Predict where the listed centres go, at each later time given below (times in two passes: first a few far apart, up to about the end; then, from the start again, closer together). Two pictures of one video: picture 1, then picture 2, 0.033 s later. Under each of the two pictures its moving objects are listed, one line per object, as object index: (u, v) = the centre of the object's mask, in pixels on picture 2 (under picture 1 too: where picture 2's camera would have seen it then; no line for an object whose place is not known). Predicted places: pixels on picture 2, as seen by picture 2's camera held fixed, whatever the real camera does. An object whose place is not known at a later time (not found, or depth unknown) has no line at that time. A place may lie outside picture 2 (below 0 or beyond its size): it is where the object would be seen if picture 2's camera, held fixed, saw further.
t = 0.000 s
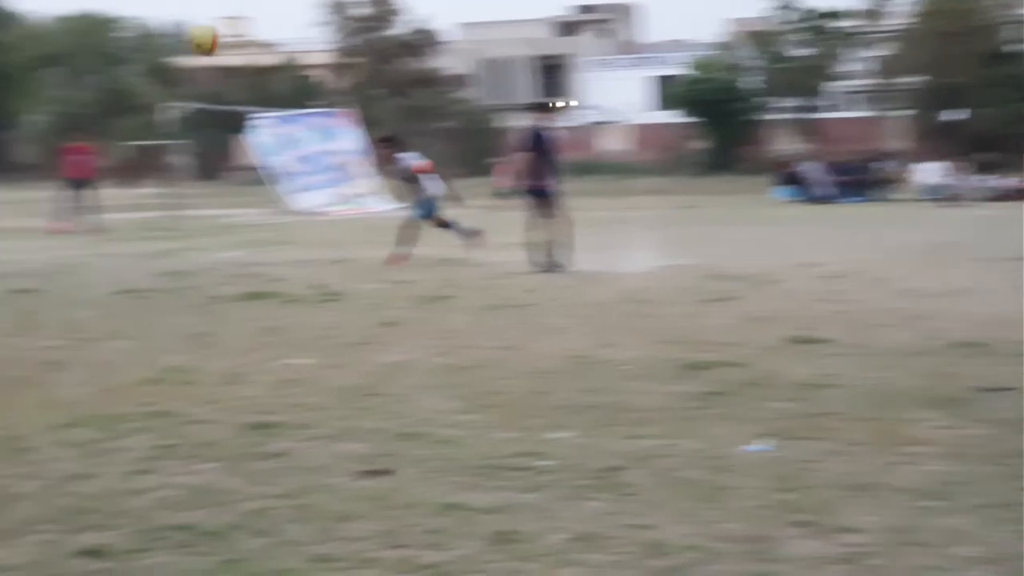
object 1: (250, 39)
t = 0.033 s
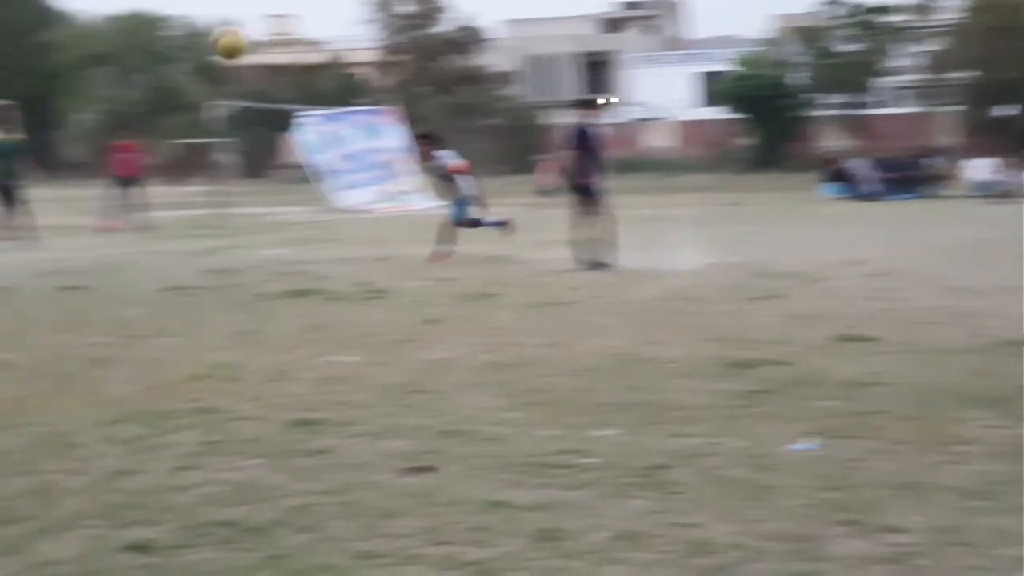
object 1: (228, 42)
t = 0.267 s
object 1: (64, 129)
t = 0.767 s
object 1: (-247, 175)
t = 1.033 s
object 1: (-357, 111)
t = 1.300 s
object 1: (-470, 189)
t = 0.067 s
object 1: (209, 49)
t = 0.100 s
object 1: (186, 58)
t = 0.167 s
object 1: (140, 80)
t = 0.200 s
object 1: (116, 94)
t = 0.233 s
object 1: (89, 110)
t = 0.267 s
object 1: (64, 129)
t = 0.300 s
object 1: (38, 150)
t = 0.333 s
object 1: (11, 173)
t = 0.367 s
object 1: (-16, 200)
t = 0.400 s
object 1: (-45, 228)
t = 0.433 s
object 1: (-78, 261)
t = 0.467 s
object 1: (-107, 294)
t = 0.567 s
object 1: (-167, 297)
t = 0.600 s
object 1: (-182, 271)
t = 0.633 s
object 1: (-193, 250)
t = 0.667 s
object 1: (-206, 228)
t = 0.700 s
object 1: (-220, 208)
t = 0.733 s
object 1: (-233, 190)
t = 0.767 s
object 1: (-247, 175)
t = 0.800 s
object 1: (-259, 160)
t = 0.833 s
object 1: (-272, 146)
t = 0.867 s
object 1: (-286, 136)
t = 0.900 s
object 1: (-298, 126)
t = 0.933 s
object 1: (-313, 119)
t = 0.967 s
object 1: (-328, 116)
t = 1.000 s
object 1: (-341, 112)
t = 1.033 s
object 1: (-357, 111)
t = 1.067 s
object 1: (-371, 113)
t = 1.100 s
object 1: (-386, 116)
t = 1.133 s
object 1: (-401, 121)
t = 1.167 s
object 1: (-415, 130)
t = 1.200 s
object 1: (-429, 142)
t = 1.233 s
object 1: (-441, 154)
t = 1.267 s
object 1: (-456, 171)
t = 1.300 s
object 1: (-470, 189)
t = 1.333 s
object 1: (-485, 211)
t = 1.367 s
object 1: (-499, 236)
